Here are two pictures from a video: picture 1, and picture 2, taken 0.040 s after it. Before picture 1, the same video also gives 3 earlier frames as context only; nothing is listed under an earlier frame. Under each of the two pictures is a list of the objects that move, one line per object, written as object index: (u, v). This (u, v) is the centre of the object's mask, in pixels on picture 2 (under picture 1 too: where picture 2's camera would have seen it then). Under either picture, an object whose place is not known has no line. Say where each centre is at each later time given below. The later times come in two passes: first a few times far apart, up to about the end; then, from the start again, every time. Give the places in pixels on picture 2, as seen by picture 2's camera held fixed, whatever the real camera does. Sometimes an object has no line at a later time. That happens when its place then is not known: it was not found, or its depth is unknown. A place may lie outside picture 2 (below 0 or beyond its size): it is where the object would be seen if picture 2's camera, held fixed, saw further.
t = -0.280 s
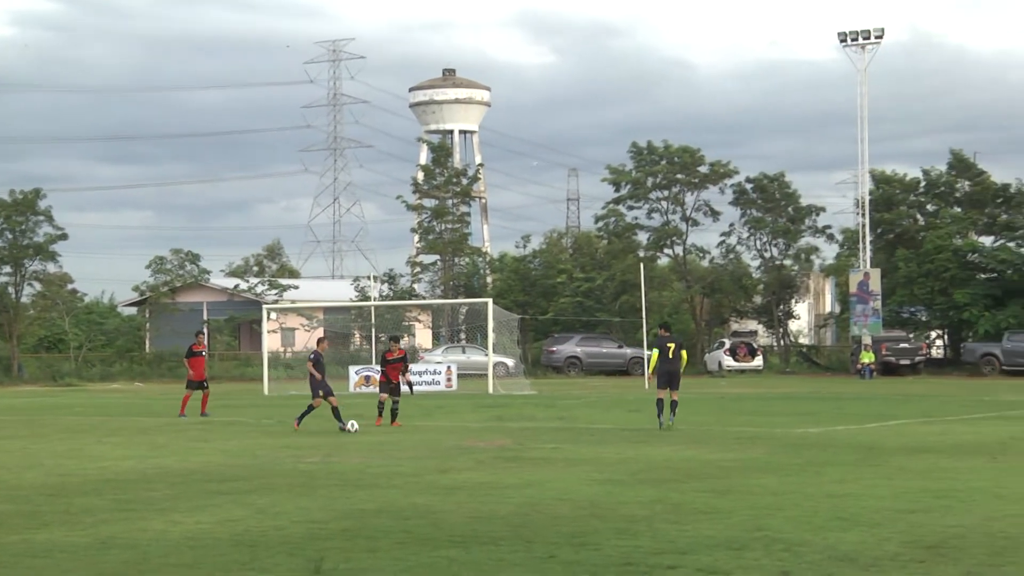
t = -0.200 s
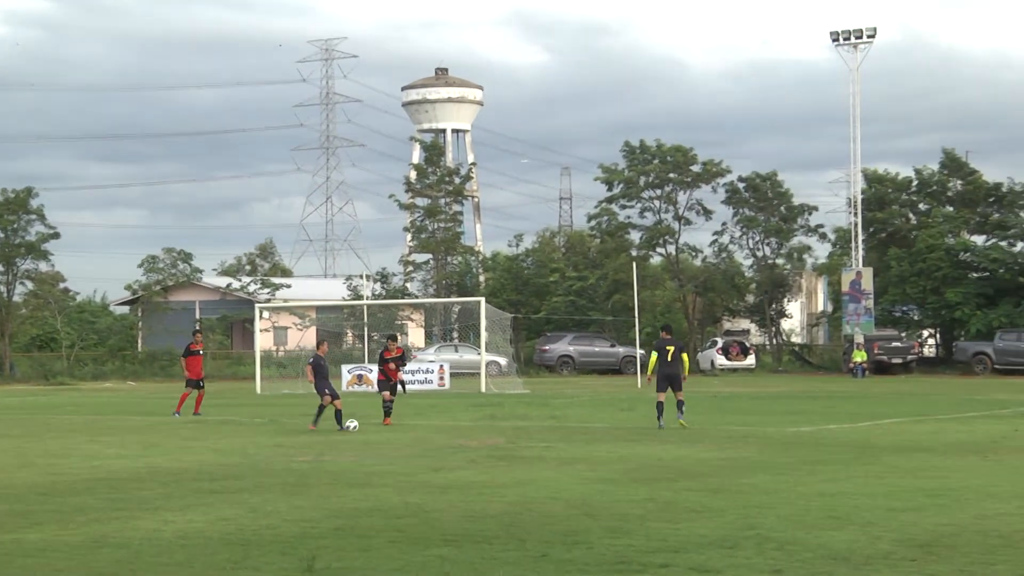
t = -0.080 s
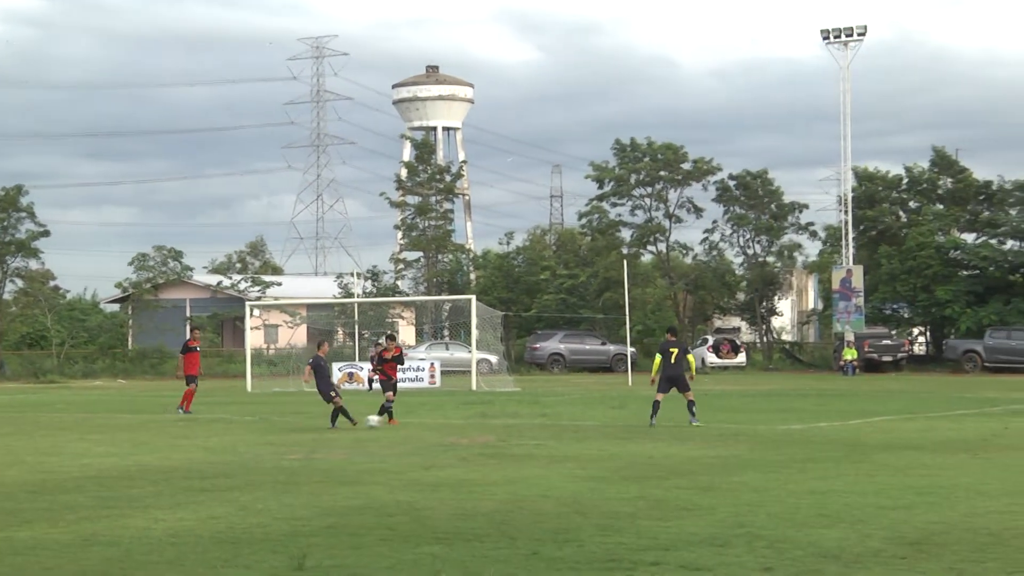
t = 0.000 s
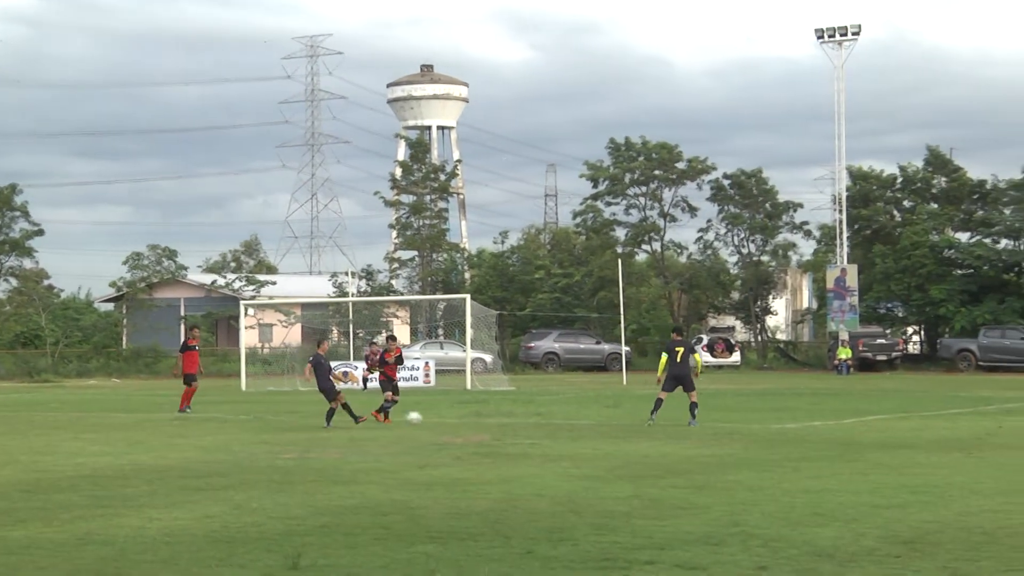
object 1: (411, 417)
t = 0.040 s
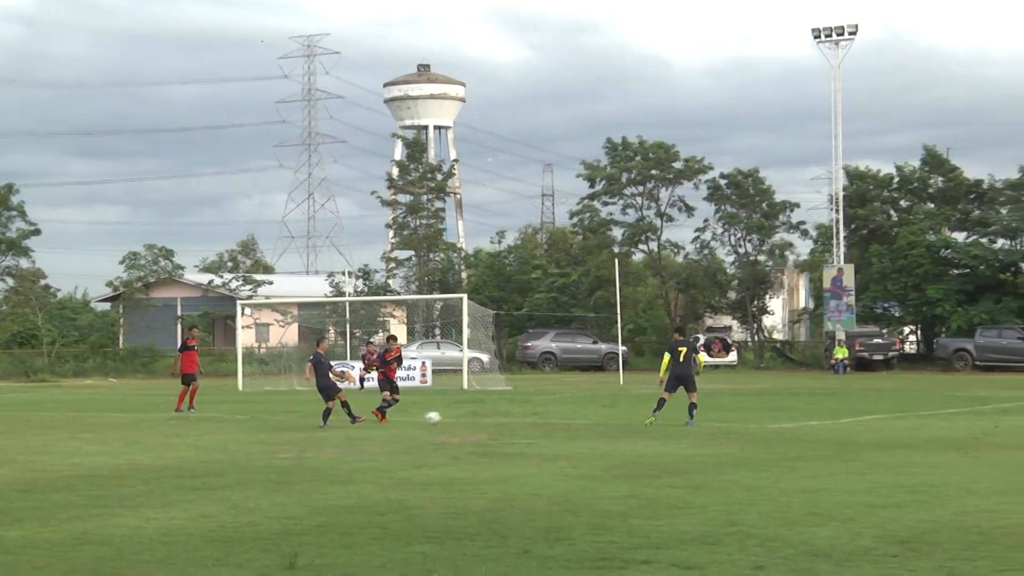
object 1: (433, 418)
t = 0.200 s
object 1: (514, 416)
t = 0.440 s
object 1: (617, 416)
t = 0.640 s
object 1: (681, 415)
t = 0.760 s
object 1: (714, 412)
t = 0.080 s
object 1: (455, 419)
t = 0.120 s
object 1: (477, 421)
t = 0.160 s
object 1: (496, 419)
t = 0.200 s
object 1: (514, 416)
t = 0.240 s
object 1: (531, 414)
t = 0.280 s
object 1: (549, 413)
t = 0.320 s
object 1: (566, 413)
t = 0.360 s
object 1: (584, 414)
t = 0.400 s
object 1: (601, 416)
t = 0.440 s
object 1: (617, 416)
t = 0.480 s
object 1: (629, 415)
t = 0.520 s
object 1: (643, 414)
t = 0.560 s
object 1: (656, 413)
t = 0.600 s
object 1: (668, 414)
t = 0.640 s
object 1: (681, 415)
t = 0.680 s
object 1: (693, 415)
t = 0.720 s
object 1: (704, 414)
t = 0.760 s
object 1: (714, 412)
